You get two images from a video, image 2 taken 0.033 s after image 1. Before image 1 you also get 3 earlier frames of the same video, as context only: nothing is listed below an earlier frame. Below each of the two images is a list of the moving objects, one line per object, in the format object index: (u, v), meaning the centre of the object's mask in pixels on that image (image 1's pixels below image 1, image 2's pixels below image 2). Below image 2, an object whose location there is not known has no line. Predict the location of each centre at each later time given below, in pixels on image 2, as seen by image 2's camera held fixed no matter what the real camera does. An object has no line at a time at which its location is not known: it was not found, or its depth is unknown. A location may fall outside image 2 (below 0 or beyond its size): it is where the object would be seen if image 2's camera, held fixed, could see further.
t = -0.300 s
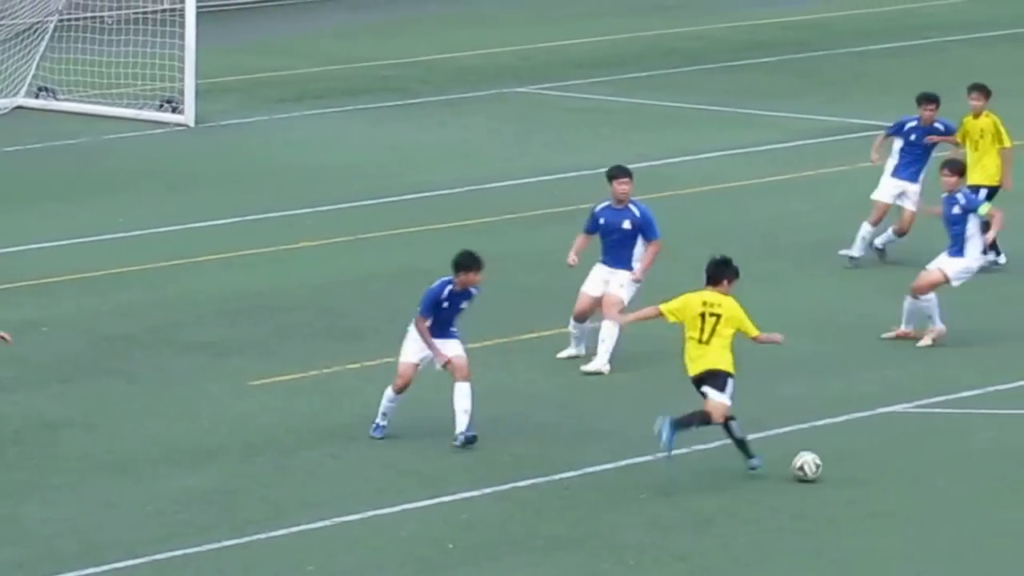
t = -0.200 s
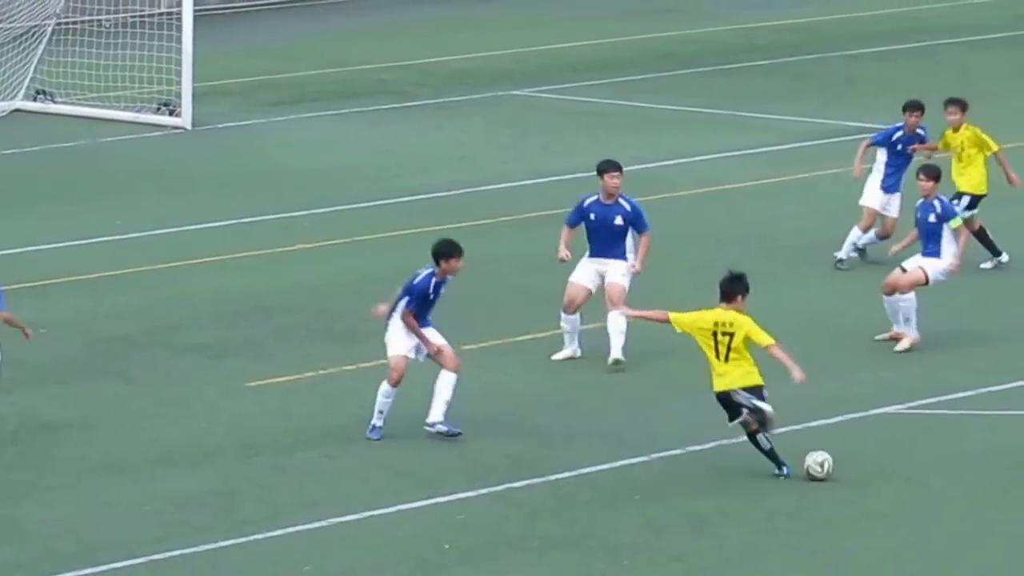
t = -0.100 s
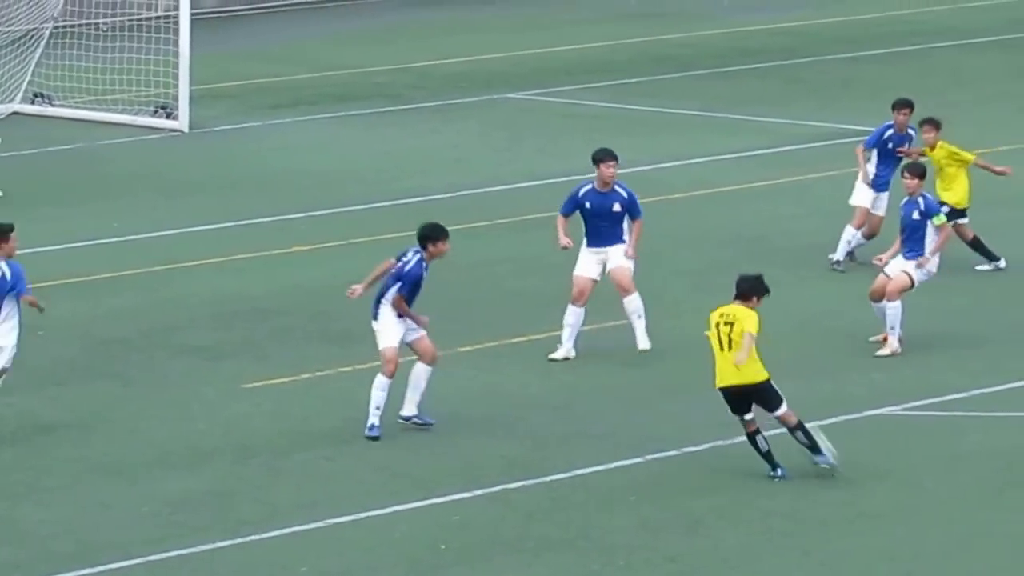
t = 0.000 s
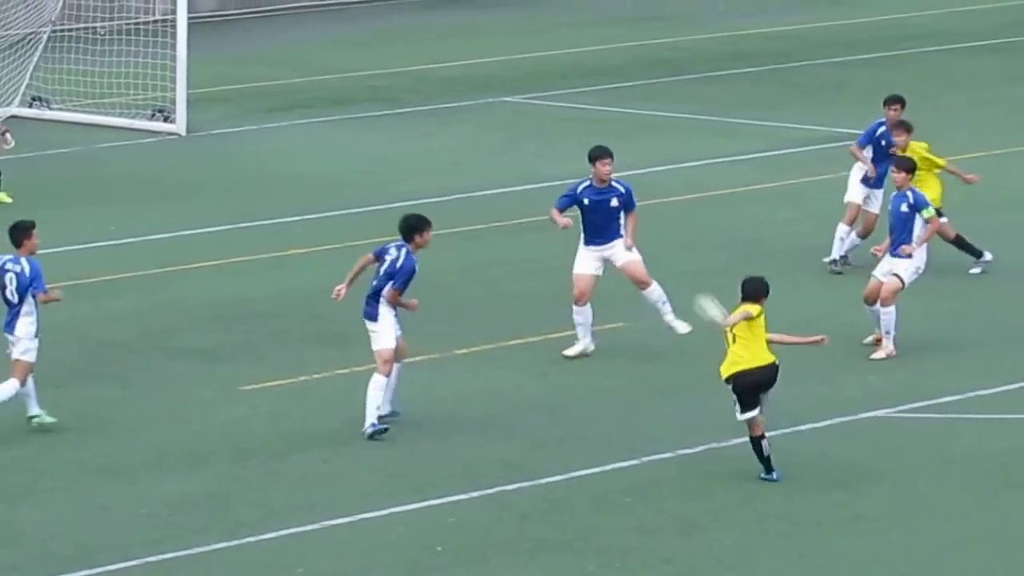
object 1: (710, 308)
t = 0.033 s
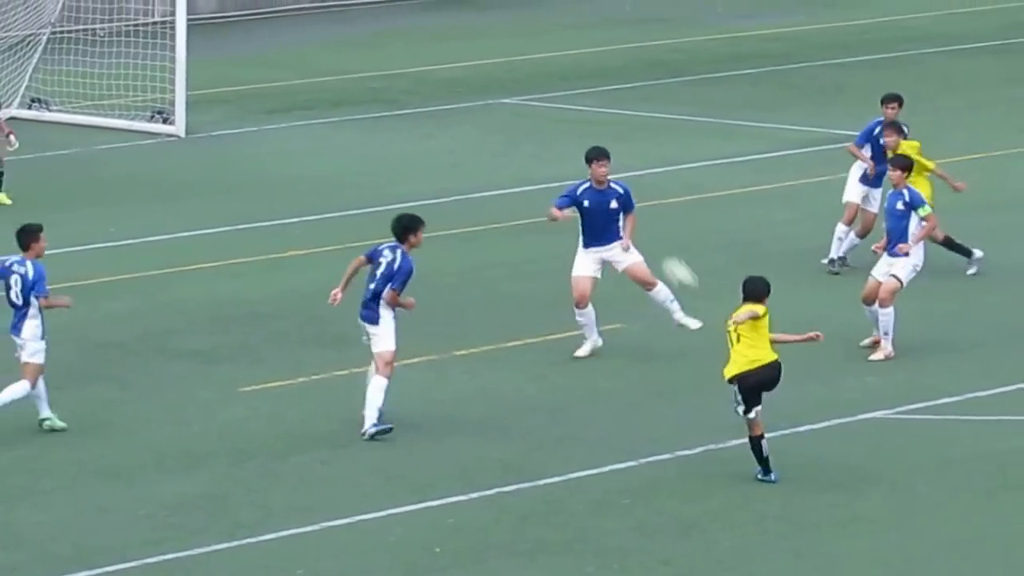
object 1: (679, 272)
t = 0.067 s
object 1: (647, 237)
